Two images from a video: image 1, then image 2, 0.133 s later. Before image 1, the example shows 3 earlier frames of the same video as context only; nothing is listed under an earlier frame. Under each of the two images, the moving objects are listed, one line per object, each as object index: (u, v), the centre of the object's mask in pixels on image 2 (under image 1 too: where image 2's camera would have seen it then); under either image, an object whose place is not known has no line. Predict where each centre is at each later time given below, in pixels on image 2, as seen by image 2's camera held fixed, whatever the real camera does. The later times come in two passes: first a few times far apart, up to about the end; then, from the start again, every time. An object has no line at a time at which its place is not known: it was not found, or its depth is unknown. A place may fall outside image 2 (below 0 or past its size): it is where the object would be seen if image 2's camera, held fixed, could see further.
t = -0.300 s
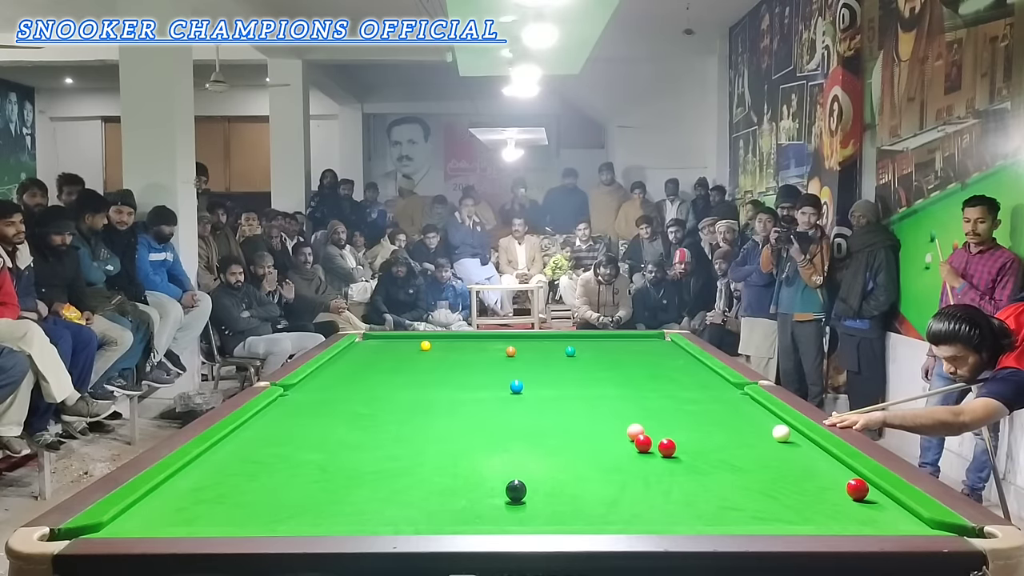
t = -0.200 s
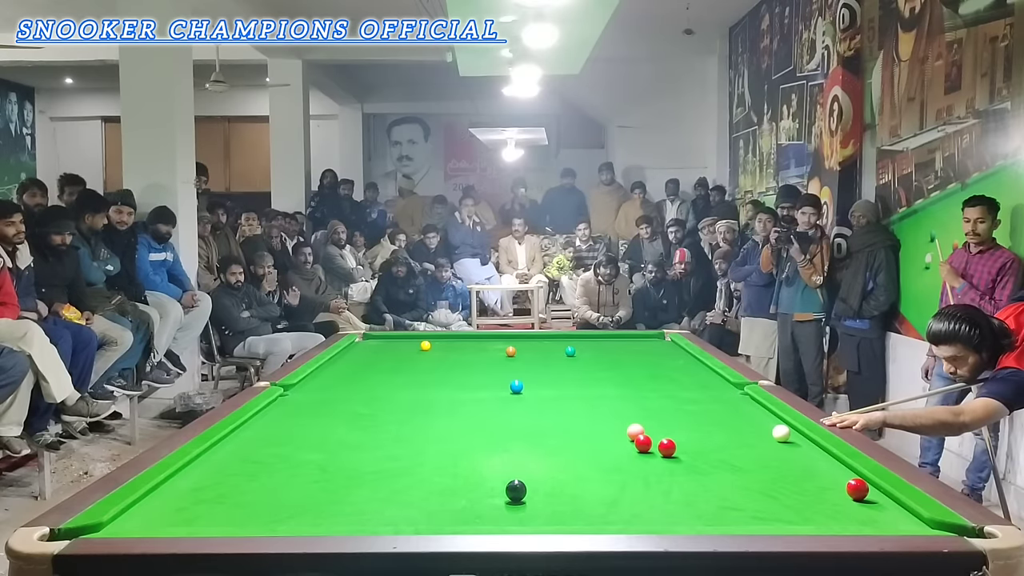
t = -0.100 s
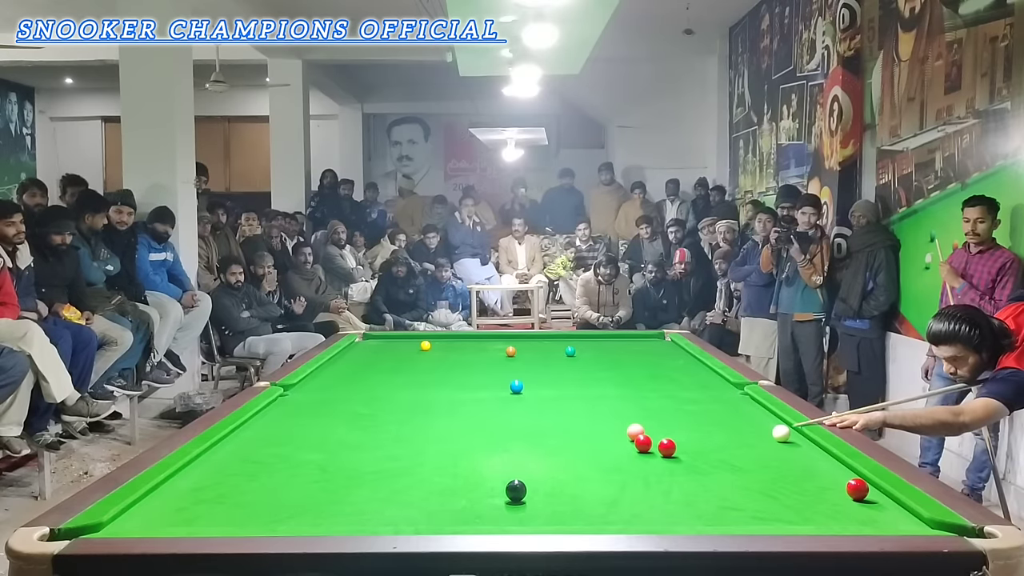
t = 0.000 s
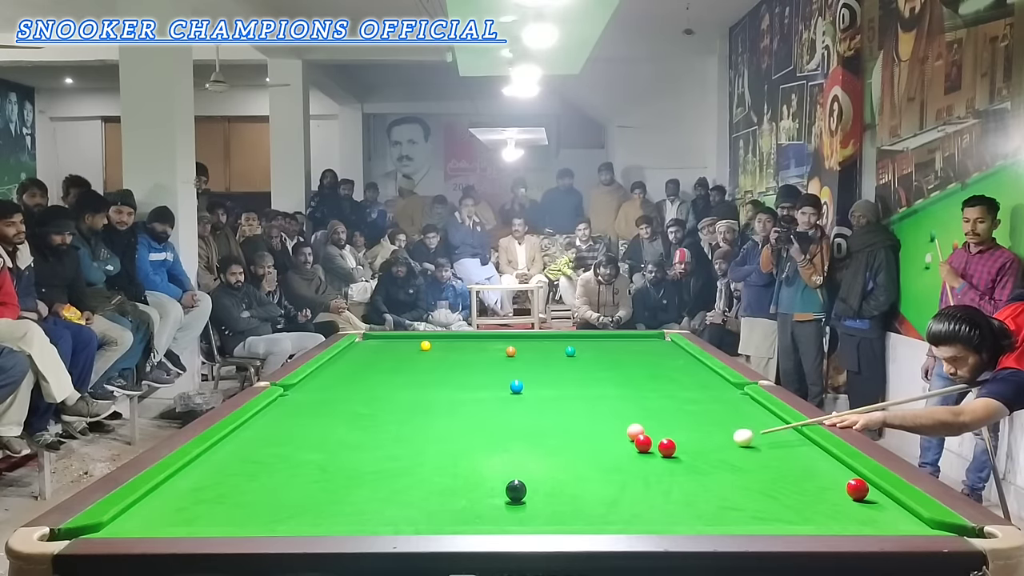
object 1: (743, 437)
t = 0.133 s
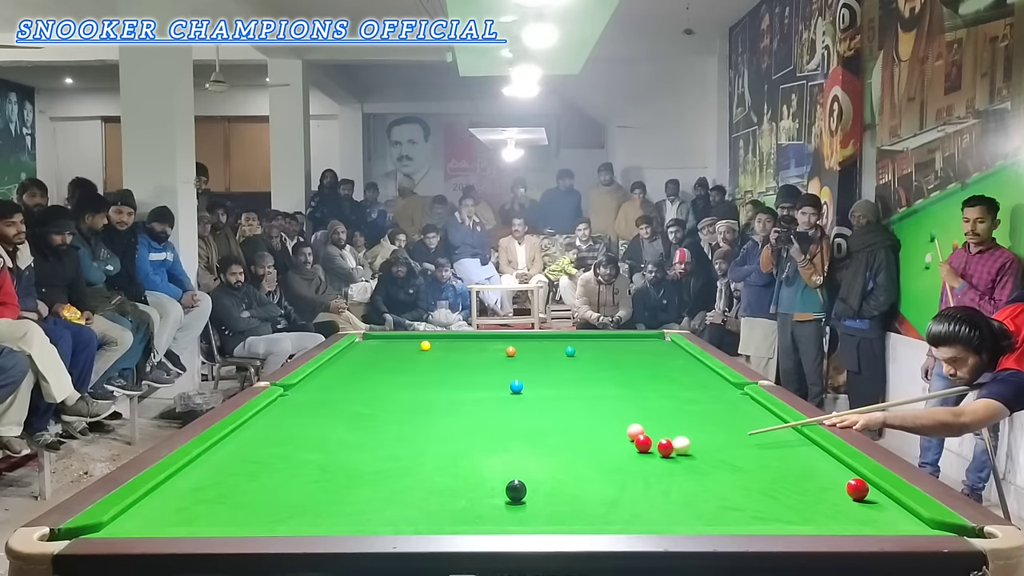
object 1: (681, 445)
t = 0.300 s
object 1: (665, 446)
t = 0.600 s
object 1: (624, 448)
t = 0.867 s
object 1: (590, 451)
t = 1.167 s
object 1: (554, 453)
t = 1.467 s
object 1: (522, 455)
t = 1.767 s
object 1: (493, 457)
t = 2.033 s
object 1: (470, 459)
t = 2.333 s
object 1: (448, 461)
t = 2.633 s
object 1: (430, 462)
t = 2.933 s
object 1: (417, 463)
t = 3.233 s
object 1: (409, 464)
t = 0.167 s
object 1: (679, 445)
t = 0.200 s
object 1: (677, 445)
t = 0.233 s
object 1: (673, 445)
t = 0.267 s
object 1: (669, 445)
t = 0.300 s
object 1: (665, 446)
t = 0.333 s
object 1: (660, 446)
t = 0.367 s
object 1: (655, 446)
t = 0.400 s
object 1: (651, 447)
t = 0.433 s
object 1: (646, 447)
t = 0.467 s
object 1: (642, 447)
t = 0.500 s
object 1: (637, 447)
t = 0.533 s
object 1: (633, 448)
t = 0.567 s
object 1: (628, 448)
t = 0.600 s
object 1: (624, 448)
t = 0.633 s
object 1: (620, 449)
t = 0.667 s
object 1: (615, 449)
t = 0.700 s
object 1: (611, 449)
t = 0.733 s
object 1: (607, 449)
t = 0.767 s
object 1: (603, 450)
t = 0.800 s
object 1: (598, 450)
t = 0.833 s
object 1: (594, 451)
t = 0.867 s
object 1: (590, 451)
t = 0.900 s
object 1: (586, 451)
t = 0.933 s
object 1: (582, 451)
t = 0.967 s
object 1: (578, 451)
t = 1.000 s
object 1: (574, 452)
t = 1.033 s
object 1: (570, 452)
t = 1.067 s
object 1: (566, 452)
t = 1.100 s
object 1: (562, 453)
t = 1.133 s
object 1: (558, 453)
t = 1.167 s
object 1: (554, 453)
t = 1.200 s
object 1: (551, 453)
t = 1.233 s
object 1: (547, 454)
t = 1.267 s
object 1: (543, 454)
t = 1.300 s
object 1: (540, 454)
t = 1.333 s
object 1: (536, 455)
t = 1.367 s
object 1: (532, 454)
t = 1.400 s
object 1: (529, 455)
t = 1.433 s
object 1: (525, 455)
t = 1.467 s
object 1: (522, 455)
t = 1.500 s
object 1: (518, 455)
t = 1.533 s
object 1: (515, 456)
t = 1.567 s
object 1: (512, 456)
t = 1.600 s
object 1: (508, 456)
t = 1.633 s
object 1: (505, 456)
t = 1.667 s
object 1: (502, 457)
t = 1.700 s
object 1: (499, 457)
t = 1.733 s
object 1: (496, 457)
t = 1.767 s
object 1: (493, 457)
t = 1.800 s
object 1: (489, 458)
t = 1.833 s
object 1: (486, 458)
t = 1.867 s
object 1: (484, 458)
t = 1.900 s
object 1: (481, 458)
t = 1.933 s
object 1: (478, 458)
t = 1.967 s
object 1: (475, 459)
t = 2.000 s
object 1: (472, 459)
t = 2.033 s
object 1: (470, 459)
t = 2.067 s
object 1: (467, 459)
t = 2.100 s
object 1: (464, 459)
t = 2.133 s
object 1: (462, 460)
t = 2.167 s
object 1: (459, 460)
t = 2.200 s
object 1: (457, 460)
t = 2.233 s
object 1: (455, 460)
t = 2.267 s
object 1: (452, 460)
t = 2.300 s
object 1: (450, 461)
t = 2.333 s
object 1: (448, 461)
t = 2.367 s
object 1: (446, 461)
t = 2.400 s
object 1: (444, 461)
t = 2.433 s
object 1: (441, 461)
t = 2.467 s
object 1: (440, 461)
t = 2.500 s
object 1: (438, 461)
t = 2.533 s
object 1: (435, 462)
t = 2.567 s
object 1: (434, 462)
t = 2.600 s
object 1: (432, 462)
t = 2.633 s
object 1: (430, 462)
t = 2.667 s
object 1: (428, 462)
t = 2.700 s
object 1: (427, 462)
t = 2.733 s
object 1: (425, 463)
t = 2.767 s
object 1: (424, 463)
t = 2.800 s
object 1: (422, 463)
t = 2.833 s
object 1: (421, 463)
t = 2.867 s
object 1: (419, 463)
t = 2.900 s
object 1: (418, 463)
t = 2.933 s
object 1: (417, 463)
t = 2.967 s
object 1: (416, 463)
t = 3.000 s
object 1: (415, 463)
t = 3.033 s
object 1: (414, 464)
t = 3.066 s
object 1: (413, 464)
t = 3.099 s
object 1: (412, 464)
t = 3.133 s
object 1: (411, 464)
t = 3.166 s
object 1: (410, 464)
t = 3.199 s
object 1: (409, 464)
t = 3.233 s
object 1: (409, 464)
